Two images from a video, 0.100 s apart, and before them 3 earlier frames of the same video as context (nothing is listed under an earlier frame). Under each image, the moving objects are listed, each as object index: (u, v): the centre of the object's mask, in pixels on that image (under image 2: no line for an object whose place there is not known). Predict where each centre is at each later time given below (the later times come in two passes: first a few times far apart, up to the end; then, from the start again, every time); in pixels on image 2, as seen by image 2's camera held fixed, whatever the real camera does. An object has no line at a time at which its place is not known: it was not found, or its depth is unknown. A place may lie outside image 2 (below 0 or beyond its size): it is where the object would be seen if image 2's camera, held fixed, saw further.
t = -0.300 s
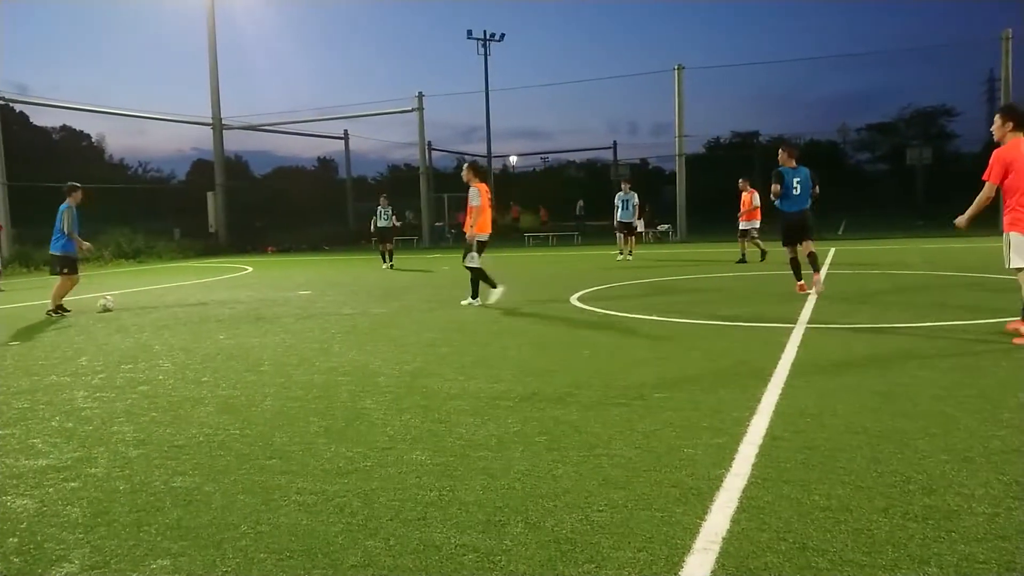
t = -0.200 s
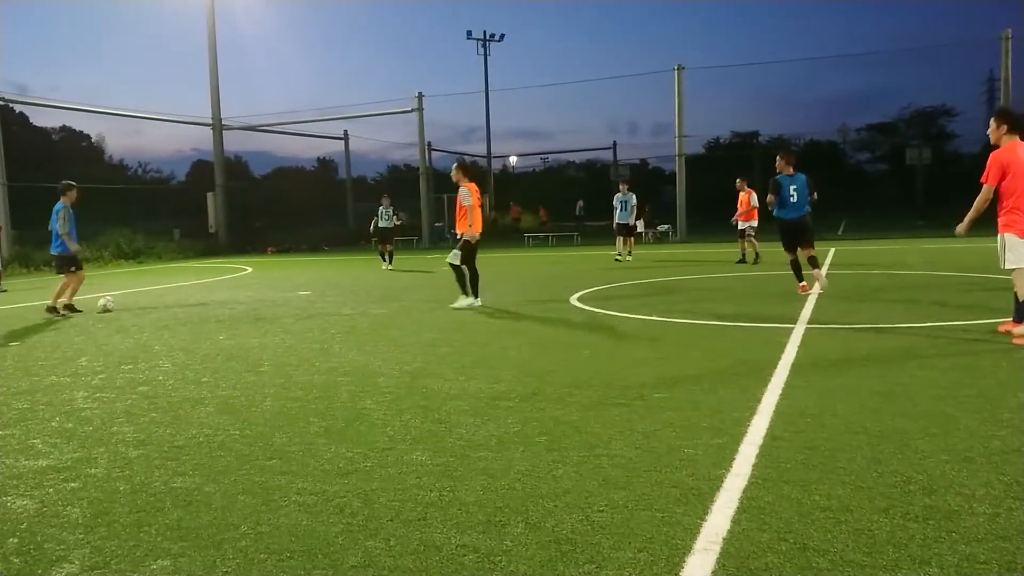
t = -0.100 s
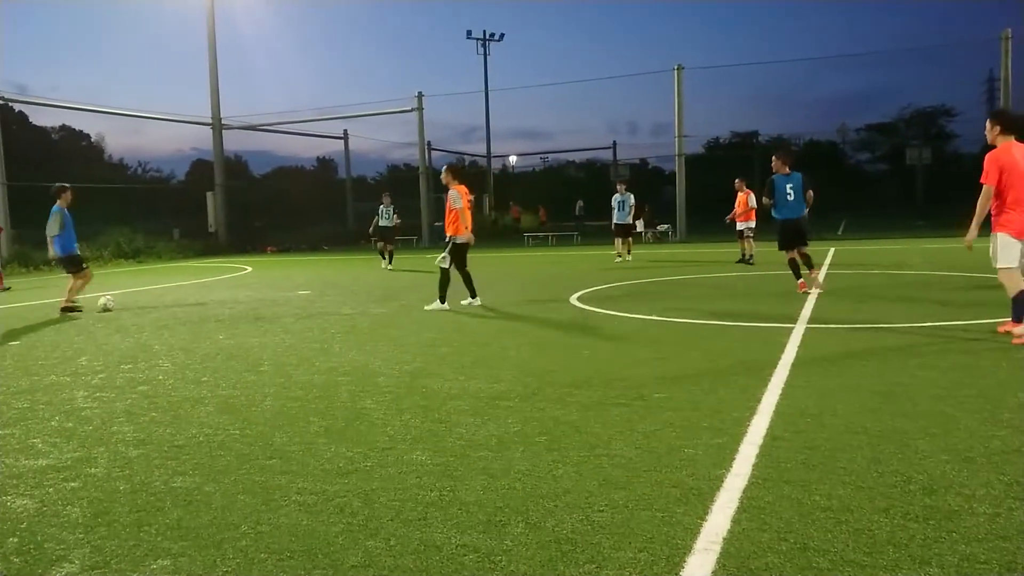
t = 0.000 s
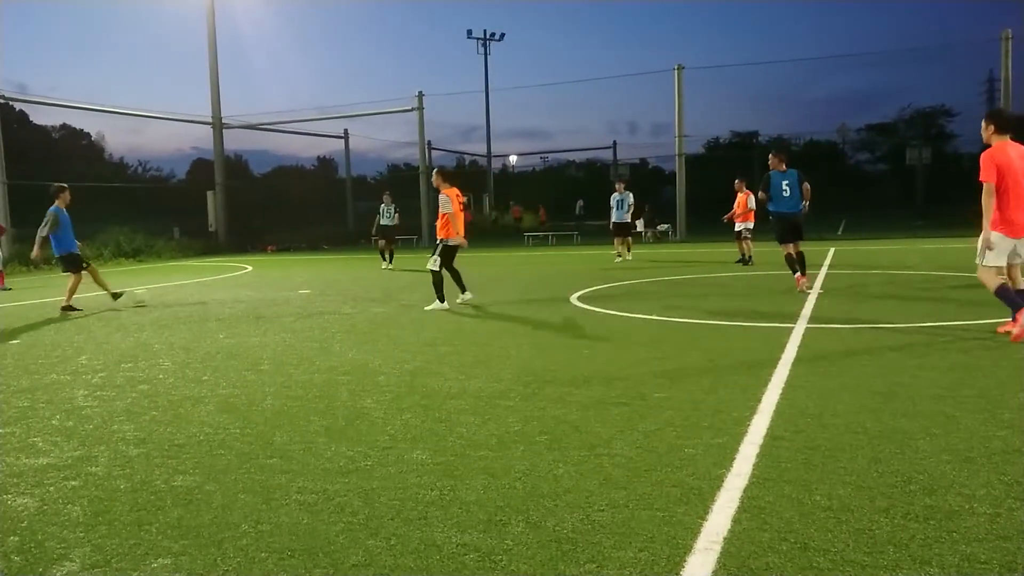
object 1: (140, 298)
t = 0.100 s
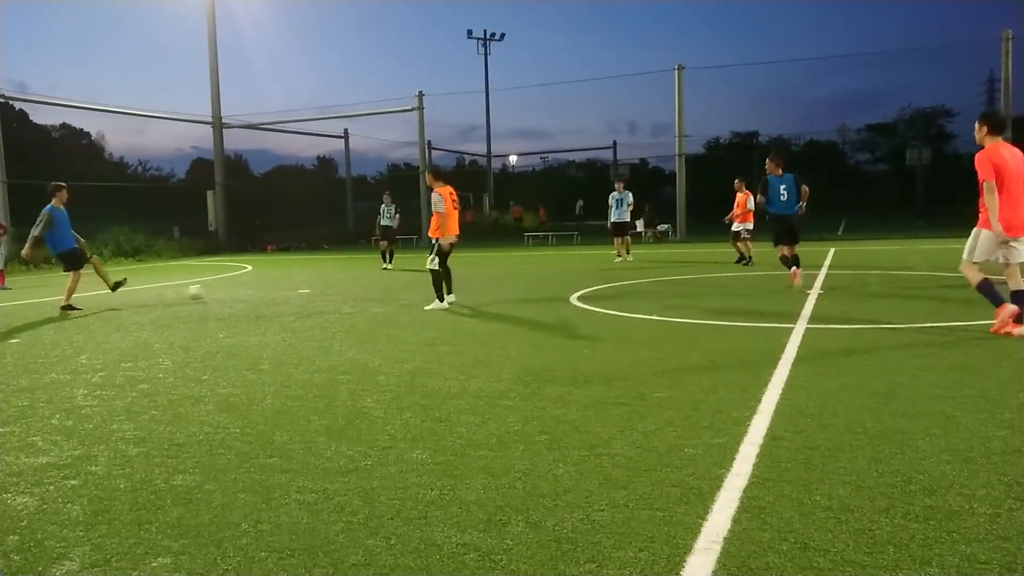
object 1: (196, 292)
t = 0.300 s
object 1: (278, 282)
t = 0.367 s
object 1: (302, 281)
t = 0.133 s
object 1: (210, 290)
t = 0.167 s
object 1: (224, 288)
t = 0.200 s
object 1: (239, 287)
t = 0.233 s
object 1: (253, 285)
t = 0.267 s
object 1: (266, 284)
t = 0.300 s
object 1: (278, 282)
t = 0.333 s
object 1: (291, 281)
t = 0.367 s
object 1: (302, 281)
